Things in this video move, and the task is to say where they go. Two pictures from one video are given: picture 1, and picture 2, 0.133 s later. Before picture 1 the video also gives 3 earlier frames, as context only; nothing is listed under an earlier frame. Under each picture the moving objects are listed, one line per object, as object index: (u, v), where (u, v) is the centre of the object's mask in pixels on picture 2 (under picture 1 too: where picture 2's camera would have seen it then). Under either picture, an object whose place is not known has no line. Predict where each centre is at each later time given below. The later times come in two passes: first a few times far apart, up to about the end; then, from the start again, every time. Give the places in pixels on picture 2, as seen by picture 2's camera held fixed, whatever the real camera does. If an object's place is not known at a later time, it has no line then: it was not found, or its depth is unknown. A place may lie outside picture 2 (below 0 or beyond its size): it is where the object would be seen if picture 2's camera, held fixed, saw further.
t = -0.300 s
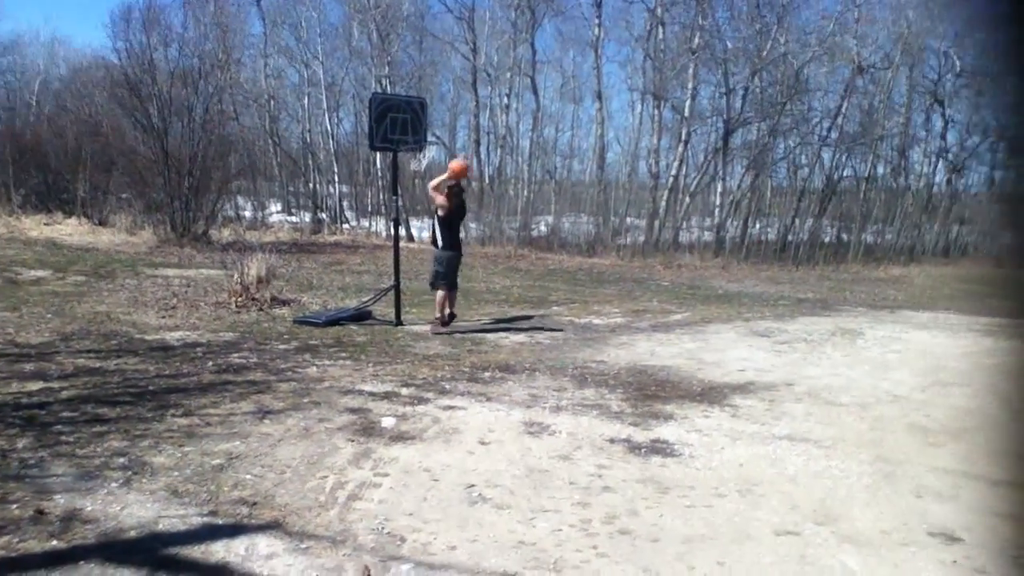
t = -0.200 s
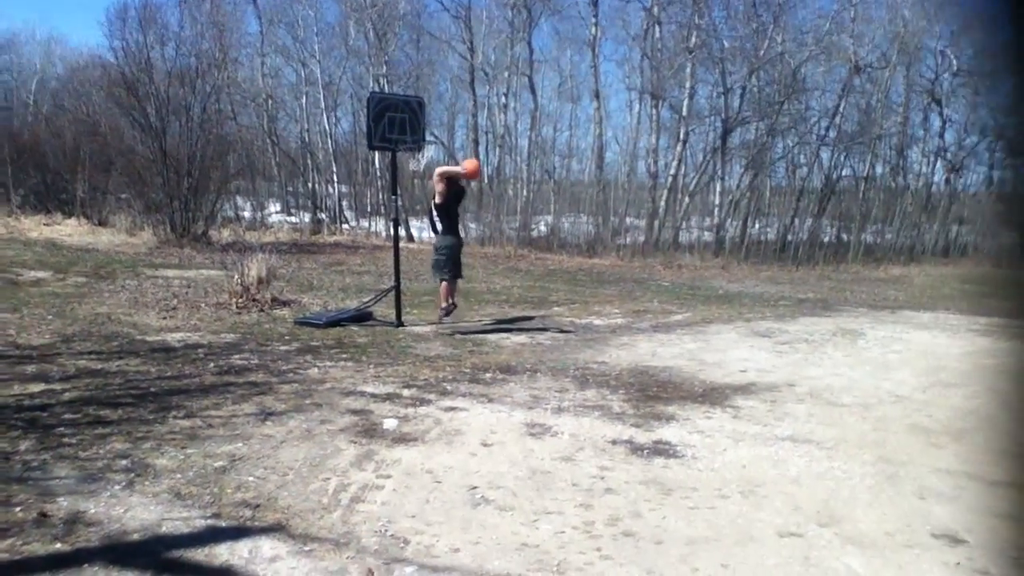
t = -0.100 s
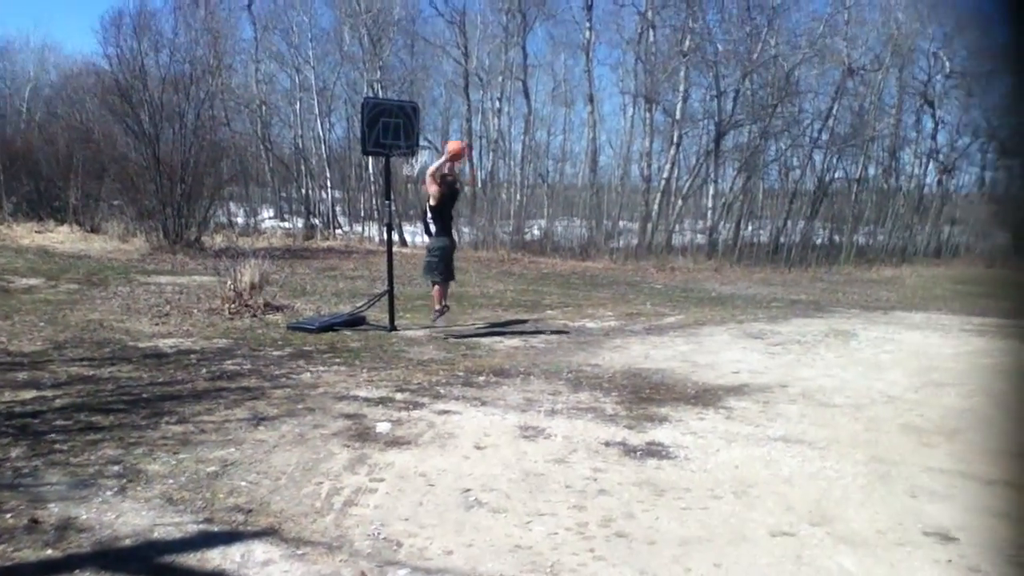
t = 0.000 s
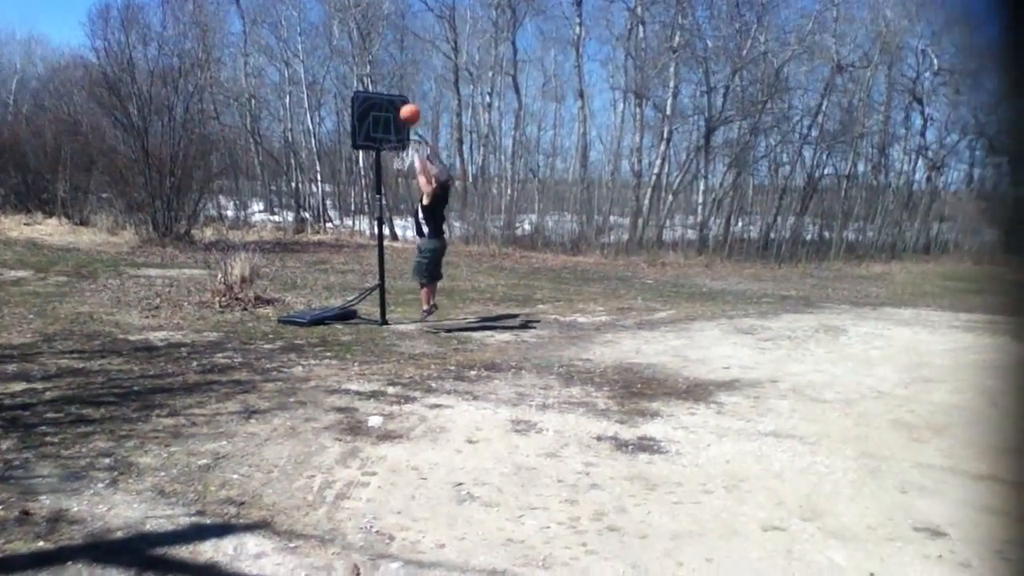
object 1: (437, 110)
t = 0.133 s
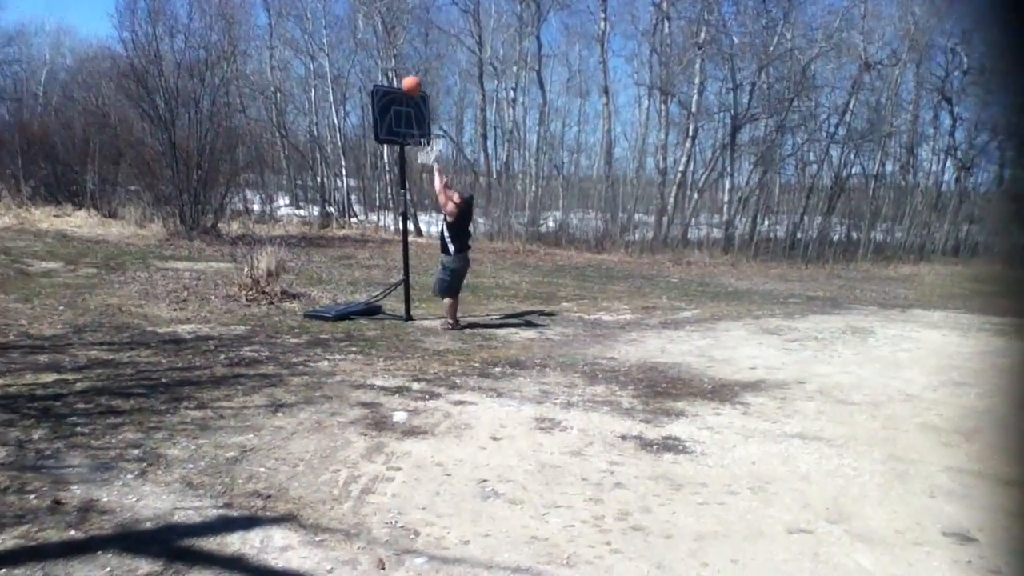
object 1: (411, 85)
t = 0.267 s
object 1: (415, 79)
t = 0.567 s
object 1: (429, 84)
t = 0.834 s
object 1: (432, 122)
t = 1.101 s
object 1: (435, 108)
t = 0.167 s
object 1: (414, 85)
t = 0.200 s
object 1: (417, 83)
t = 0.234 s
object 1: (416, 78)
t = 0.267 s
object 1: (415, 79)
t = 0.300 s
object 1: (413, 78)
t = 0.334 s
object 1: (413, 78)
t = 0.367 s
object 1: (415, 81)
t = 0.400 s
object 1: (421, 83)
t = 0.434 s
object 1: (424, 83)
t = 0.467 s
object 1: (426, 82)
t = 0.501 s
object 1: (426, 82)
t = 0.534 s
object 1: (427, 82)
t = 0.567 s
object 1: (429, 84)
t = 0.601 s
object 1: (427, 89)
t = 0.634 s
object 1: (428, 96)
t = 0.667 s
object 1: (431, 105)
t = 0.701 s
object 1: (433, 112)
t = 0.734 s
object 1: (434, 119)
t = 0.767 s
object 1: (434, 128)
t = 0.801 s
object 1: (434, 128)
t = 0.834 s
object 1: (432, 122)
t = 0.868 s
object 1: (430, 116)
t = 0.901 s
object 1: (431, 112)
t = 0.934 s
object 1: (432, 110)
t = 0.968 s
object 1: (432, 109)
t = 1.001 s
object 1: (432, 108)
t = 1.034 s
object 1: (432, 106)
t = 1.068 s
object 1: (433, 107)
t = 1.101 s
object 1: (435, 108)
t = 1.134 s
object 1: (433, 110)
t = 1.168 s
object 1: (430, 113)
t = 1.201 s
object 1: (431, 119)
